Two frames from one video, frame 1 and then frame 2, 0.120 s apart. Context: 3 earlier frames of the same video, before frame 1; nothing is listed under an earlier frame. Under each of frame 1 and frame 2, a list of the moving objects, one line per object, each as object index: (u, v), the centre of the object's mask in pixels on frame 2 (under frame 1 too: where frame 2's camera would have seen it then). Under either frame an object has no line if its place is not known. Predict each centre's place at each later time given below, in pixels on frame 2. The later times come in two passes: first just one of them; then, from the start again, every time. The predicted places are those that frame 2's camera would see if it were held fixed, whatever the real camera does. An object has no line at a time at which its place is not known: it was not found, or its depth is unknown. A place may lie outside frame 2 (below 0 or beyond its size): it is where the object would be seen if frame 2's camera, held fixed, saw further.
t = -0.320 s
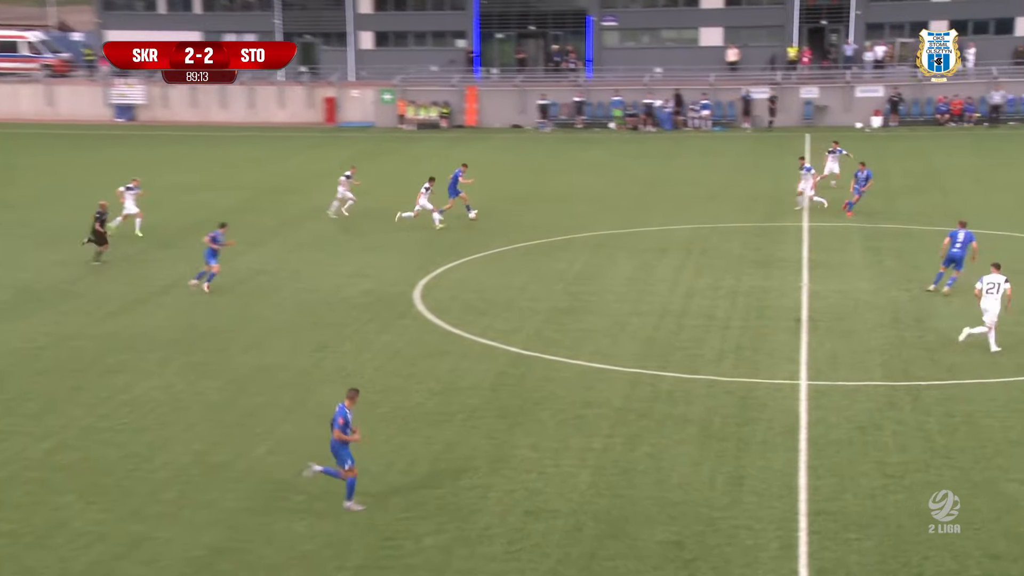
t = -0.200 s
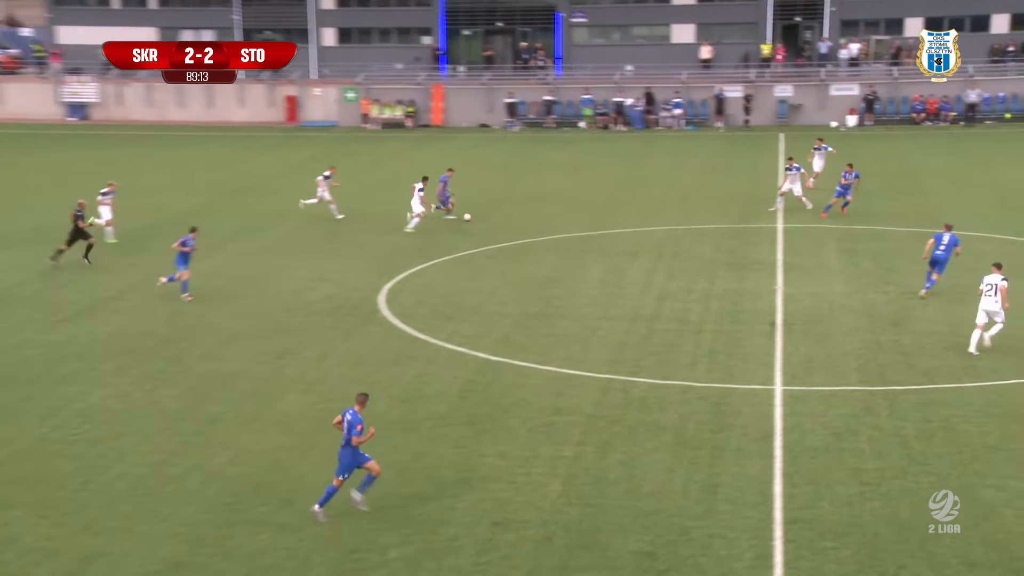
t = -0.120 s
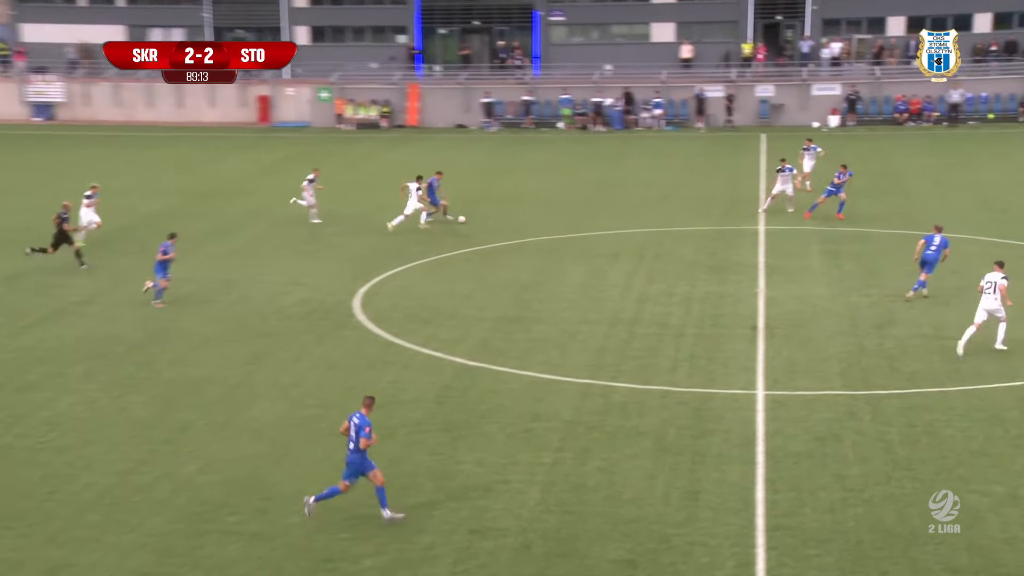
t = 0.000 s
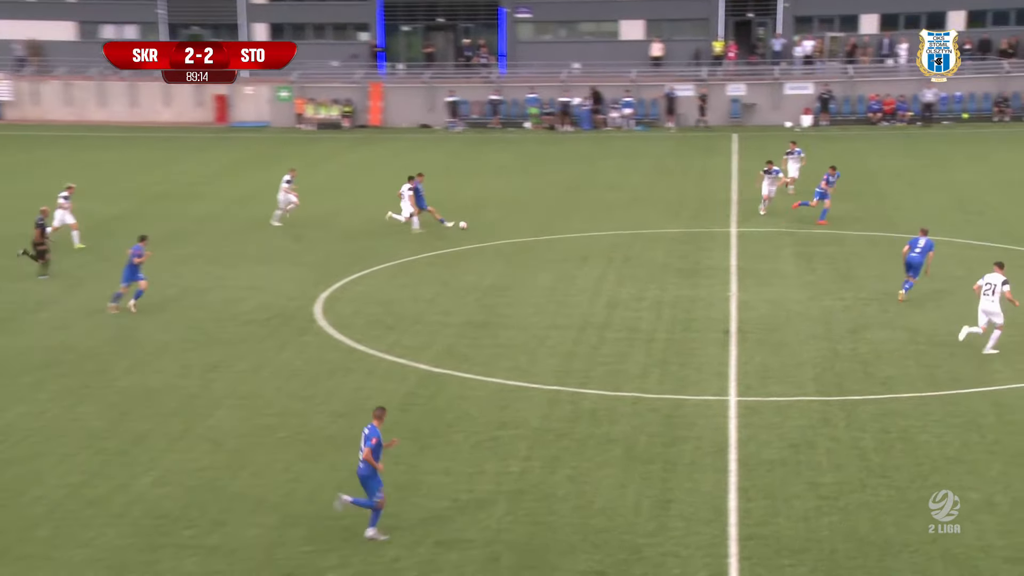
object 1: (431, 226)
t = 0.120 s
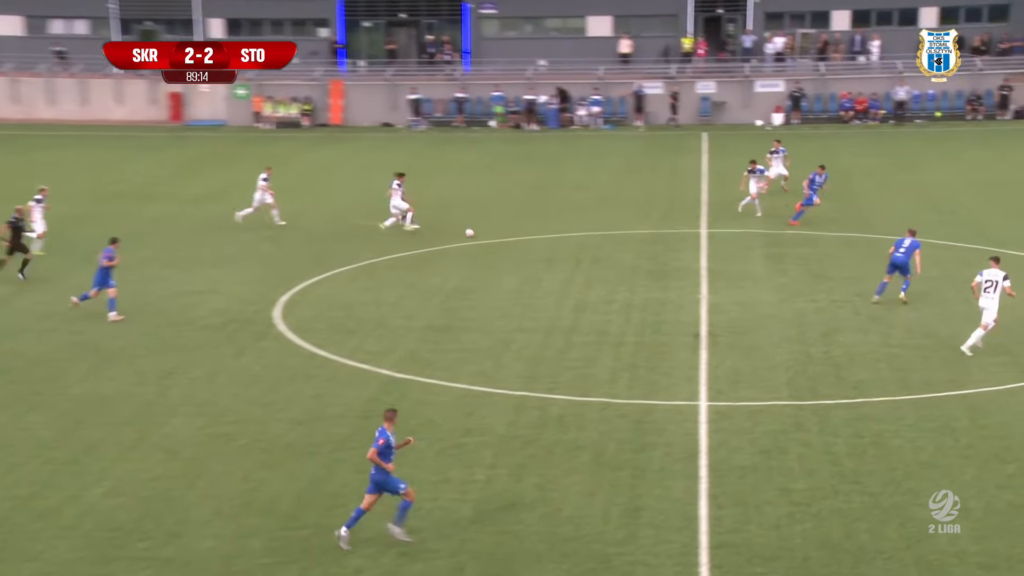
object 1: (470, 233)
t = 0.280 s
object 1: (521, 243)
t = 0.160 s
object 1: (482, 234)
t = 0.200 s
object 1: (495, 237)
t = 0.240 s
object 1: (508, 239)
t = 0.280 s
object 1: (521, 243)
